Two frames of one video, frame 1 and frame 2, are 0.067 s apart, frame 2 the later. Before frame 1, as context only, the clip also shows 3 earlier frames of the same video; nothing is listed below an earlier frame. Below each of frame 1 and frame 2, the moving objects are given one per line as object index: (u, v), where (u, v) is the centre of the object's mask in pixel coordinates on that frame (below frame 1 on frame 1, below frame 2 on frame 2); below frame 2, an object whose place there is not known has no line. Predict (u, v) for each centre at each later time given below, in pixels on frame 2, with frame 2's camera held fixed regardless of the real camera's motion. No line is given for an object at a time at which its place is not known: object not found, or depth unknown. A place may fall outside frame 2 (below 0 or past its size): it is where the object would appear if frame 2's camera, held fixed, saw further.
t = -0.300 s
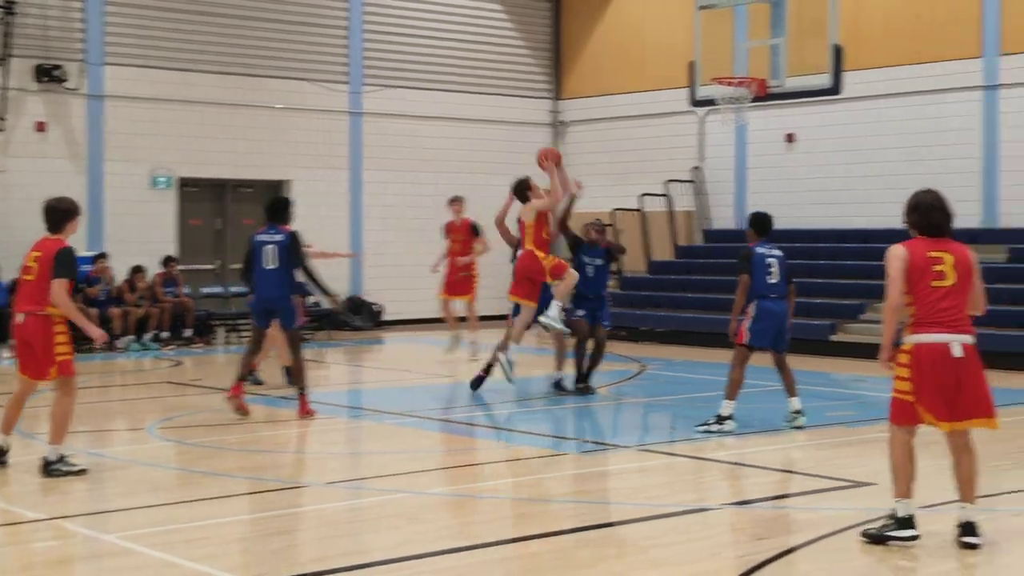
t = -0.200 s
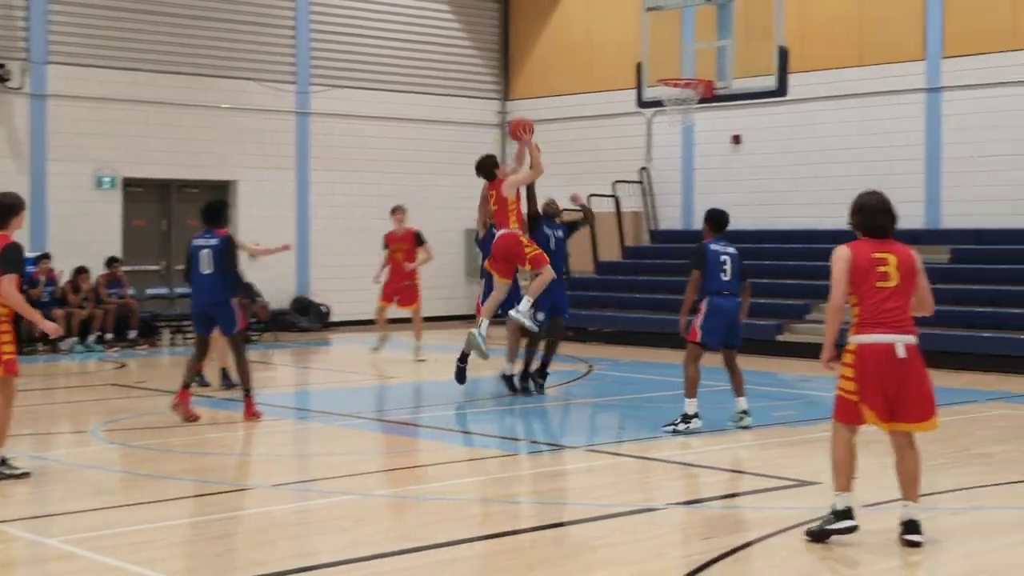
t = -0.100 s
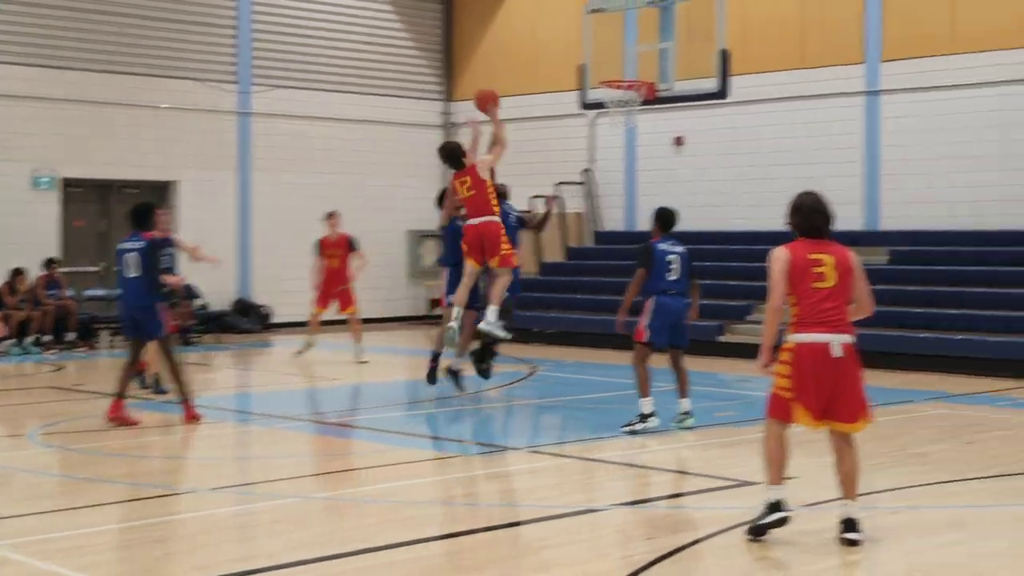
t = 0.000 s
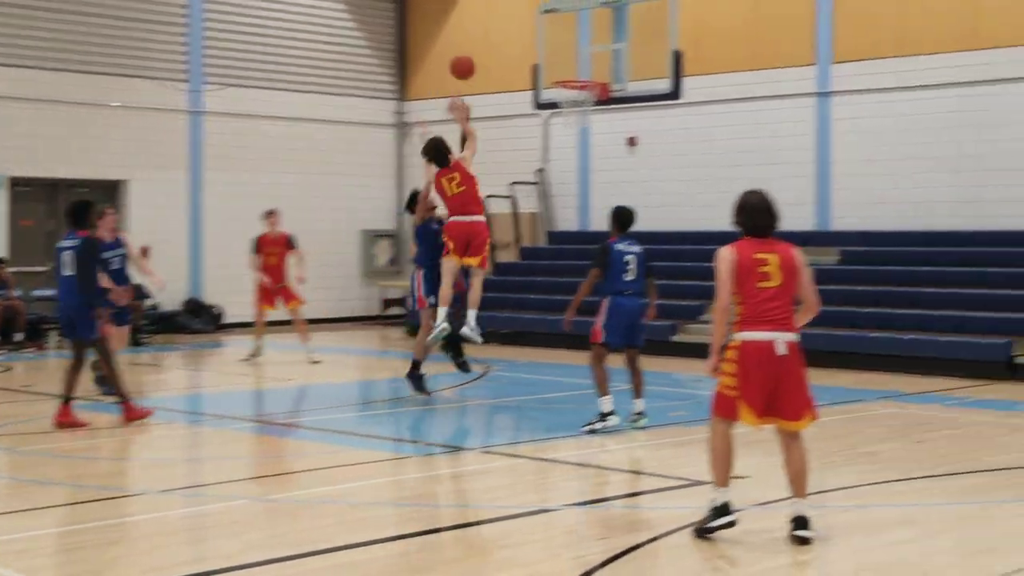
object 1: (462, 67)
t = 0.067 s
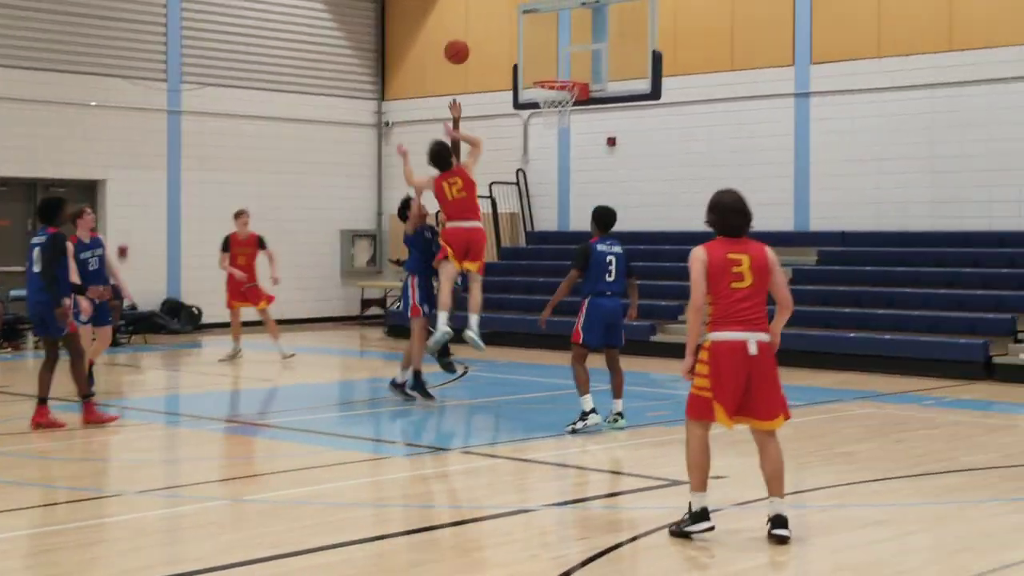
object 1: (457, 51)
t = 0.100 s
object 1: (464, 45)
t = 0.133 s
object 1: (471, 41)
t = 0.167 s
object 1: (479, 36)
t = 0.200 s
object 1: (485, 34)
